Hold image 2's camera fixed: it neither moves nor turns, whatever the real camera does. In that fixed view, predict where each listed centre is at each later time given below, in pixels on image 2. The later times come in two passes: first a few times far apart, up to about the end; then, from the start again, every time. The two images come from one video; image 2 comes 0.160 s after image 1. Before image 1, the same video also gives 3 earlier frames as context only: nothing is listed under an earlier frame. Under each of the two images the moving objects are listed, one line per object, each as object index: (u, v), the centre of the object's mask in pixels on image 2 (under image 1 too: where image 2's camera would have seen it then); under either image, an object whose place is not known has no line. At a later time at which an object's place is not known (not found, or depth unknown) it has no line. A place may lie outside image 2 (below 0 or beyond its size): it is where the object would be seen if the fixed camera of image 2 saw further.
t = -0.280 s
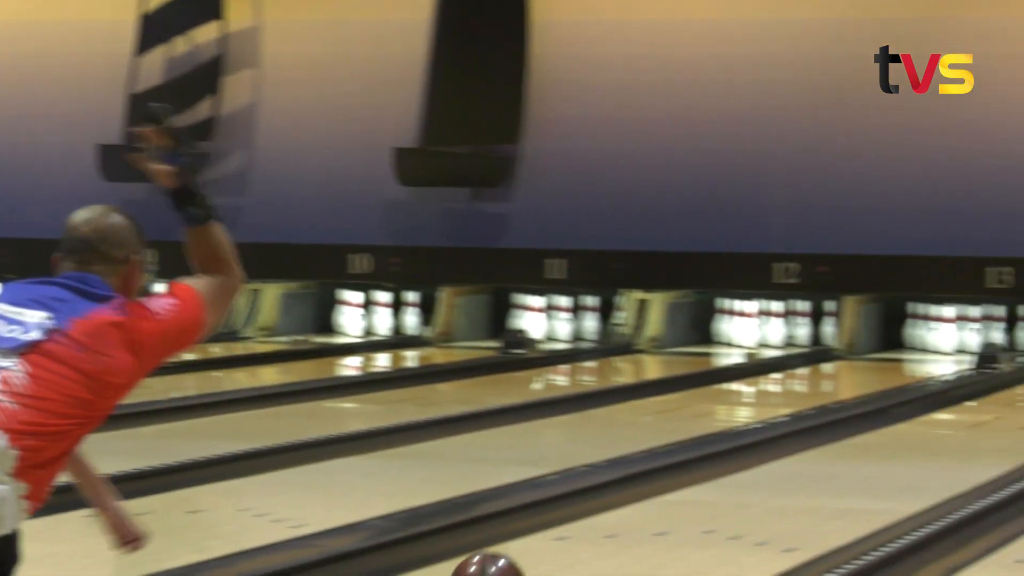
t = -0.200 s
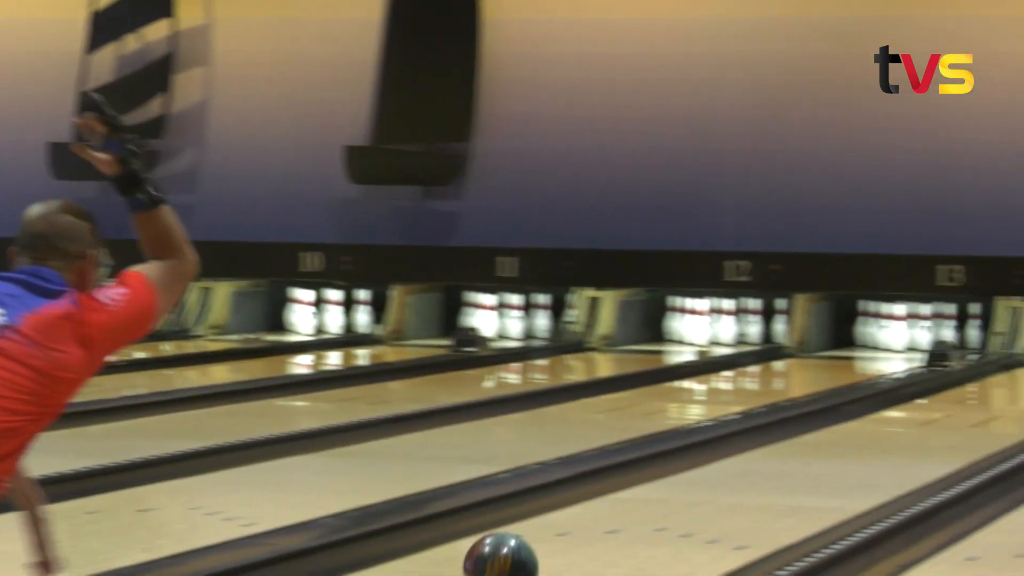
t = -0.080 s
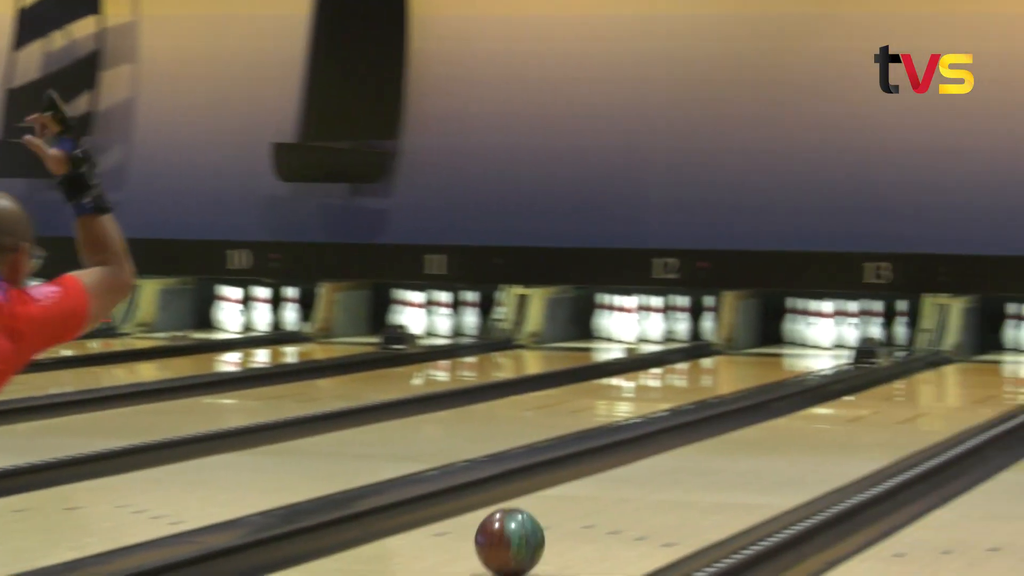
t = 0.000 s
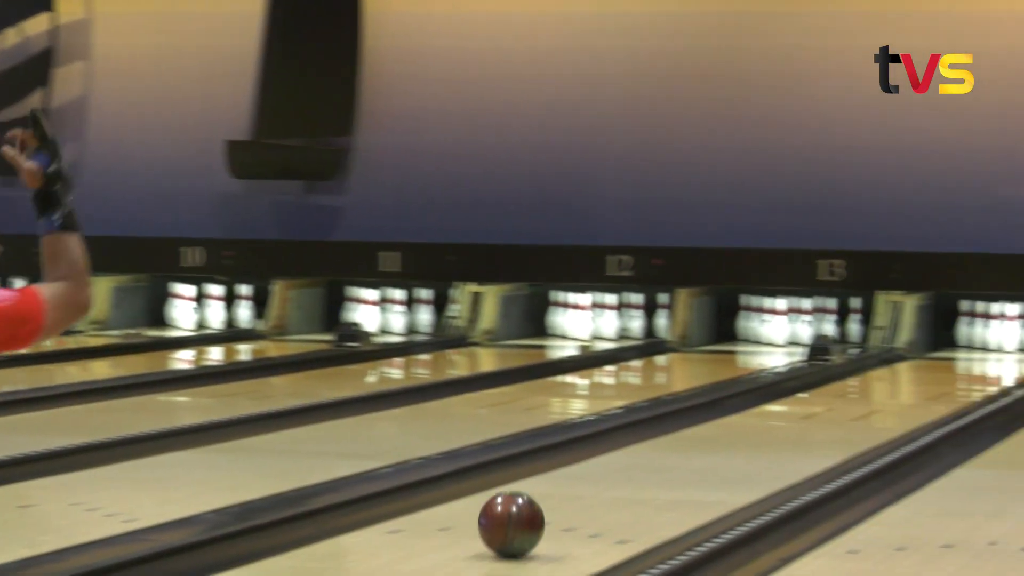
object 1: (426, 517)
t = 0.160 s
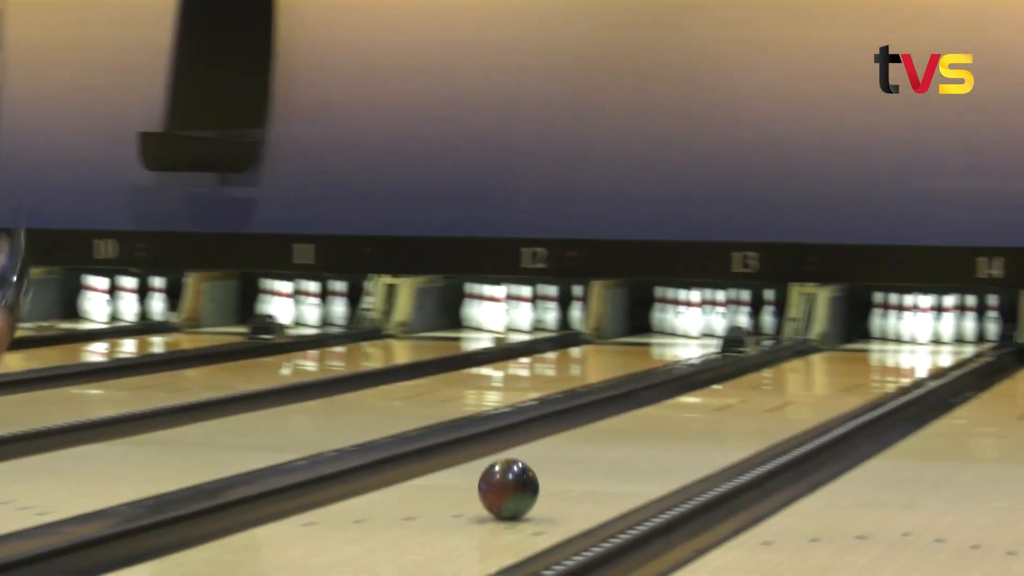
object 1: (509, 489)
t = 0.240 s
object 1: (545, 477)
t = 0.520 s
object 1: (650, 442)
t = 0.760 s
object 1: (720, 418)
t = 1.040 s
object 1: (781, 396)
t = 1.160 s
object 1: (804, 389)
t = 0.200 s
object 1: (527, 483)
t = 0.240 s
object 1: (545, 477)
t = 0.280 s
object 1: (561, 472)
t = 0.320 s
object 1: (578, 466)
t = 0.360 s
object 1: (593, 461)
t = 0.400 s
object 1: (609, 456)
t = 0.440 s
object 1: (623, 451)
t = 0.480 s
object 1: (637, 447)
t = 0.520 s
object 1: (650, 442)
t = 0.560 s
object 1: (663, 438)
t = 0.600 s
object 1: (675, 434)
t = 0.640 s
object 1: (687, 430)
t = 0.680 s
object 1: (698, 426)
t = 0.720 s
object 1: (709, 422)
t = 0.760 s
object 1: (720, 418)
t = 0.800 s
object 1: (730, 414)
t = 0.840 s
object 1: (739, 411)
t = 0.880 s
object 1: (748, 408)
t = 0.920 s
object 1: (757, 405)
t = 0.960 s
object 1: (765, 402)
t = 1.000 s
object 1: (774, 399)
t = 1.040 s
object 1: (781, 396)
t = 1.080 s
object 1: (789, 393)
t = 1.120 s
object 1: (796, 391)
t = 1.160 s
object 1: (804, 389)
